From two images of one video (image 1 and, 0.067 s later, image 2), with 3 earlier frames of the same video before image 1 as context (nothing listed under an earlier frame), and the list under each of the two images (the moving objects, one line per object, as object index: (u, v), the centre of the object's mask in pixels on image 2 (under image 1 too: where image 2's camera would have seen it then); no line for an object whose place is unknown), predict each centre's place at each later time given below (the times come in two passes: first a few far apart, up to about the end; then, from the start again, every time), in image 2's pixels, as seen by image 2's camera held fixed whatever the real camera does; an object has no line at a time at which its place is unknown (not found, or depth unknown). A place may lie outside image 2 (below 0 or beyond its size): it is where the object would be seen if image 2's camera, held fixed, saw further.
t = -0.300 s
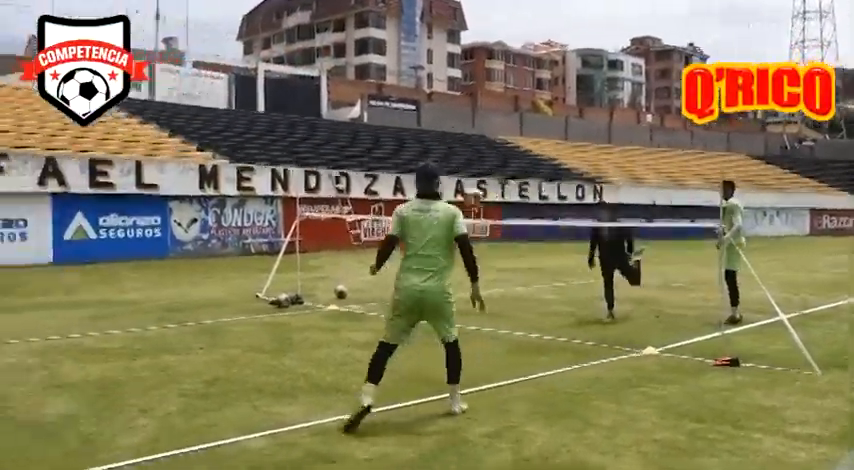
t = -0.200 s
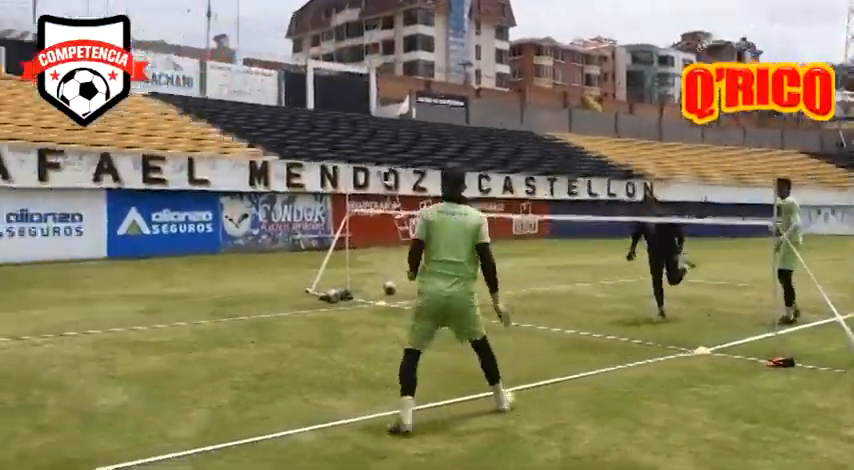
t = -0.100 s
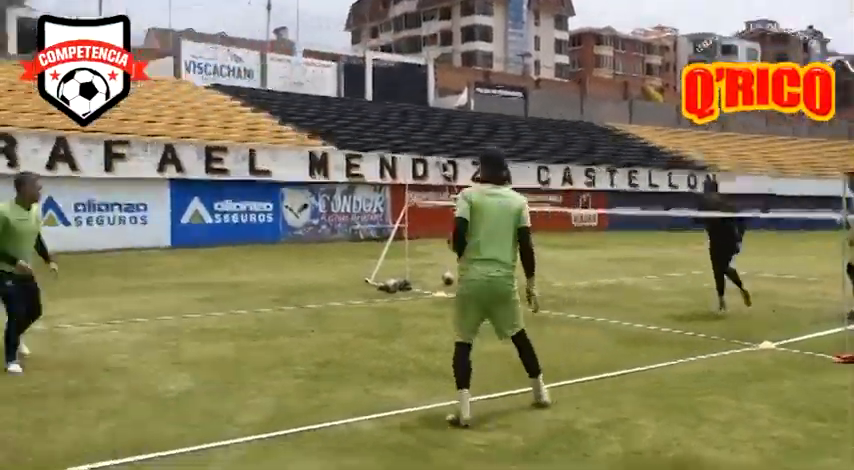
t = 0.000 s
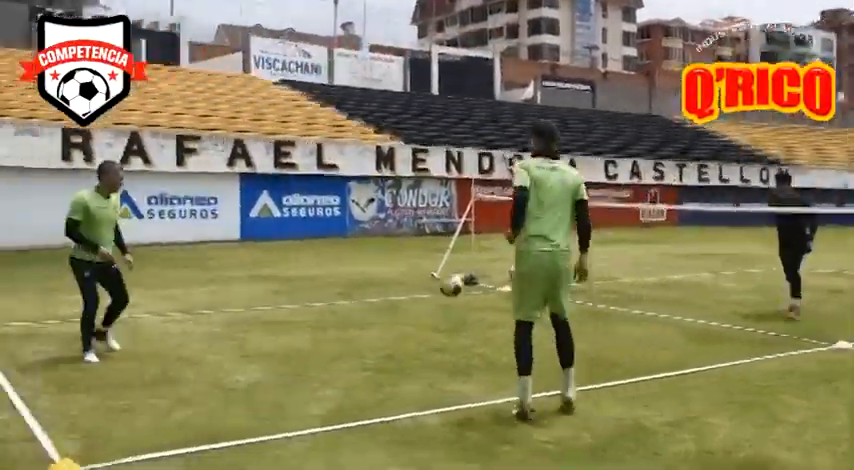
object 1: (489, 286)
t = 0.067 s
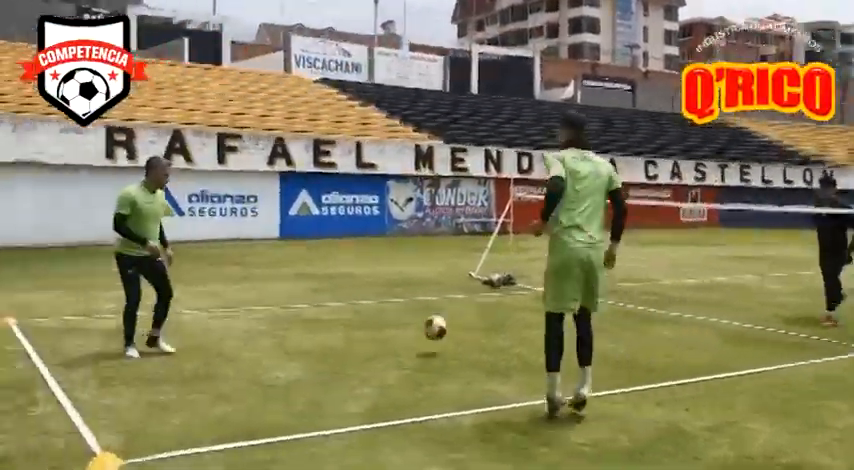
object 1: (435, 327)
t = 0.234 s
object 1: (352, 308)
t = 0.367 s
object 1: (288, 290)
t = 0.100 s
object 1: (408, 346)
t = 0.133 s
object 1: (394, 334)
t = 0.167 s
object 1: (381, 325)
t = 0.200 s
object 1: (367, 316)
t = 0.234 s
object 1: (352, 308)
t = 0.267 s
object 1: (336, 301)
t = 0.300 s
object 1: (320, 296)
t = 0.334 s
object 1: (305, 292)
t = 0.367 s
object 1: (288, 290)
